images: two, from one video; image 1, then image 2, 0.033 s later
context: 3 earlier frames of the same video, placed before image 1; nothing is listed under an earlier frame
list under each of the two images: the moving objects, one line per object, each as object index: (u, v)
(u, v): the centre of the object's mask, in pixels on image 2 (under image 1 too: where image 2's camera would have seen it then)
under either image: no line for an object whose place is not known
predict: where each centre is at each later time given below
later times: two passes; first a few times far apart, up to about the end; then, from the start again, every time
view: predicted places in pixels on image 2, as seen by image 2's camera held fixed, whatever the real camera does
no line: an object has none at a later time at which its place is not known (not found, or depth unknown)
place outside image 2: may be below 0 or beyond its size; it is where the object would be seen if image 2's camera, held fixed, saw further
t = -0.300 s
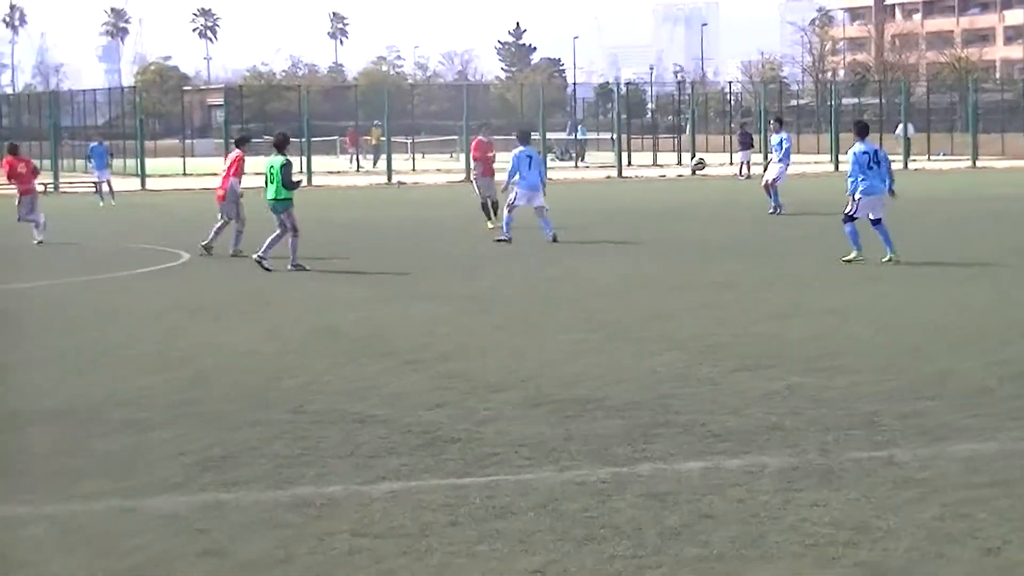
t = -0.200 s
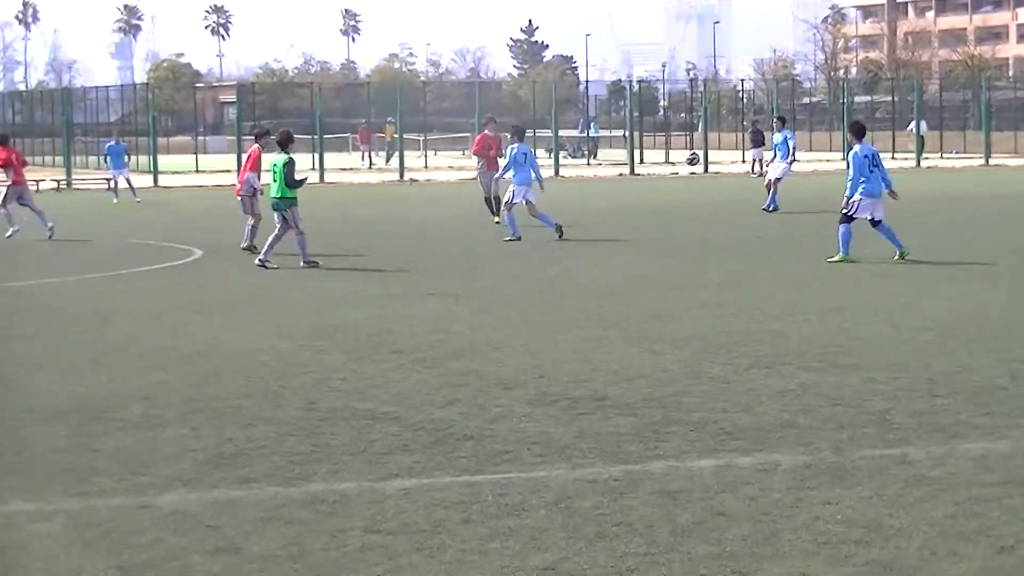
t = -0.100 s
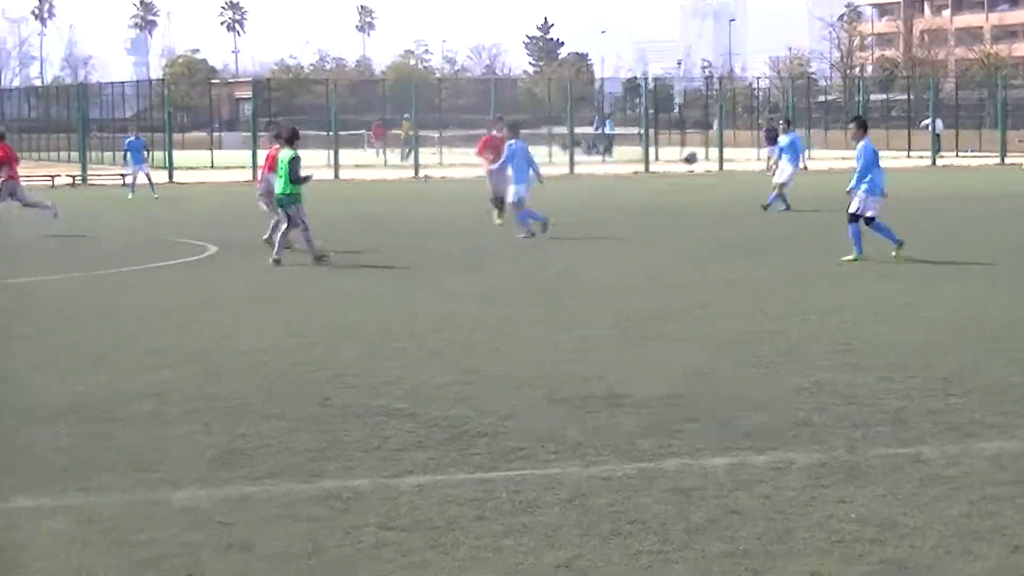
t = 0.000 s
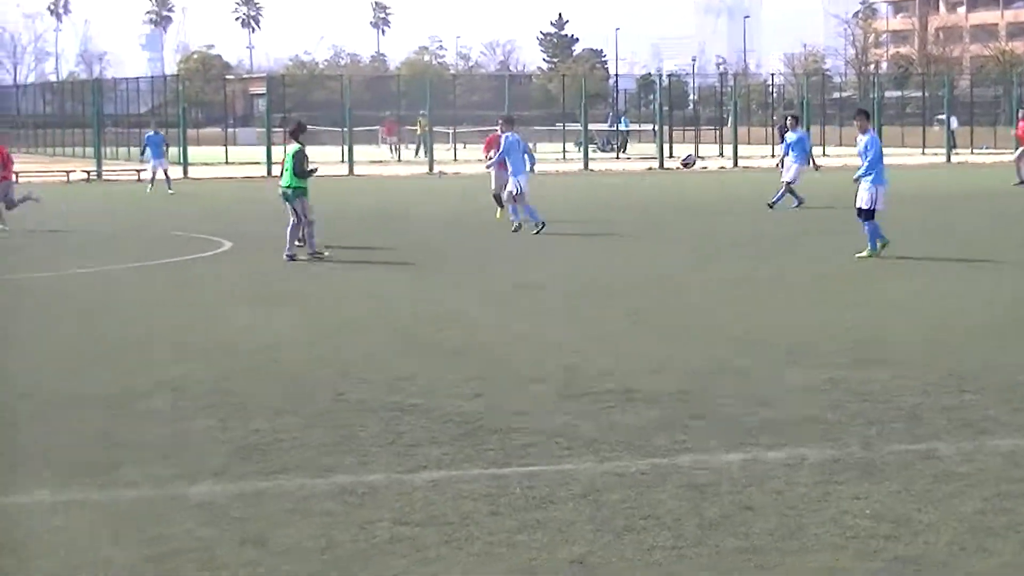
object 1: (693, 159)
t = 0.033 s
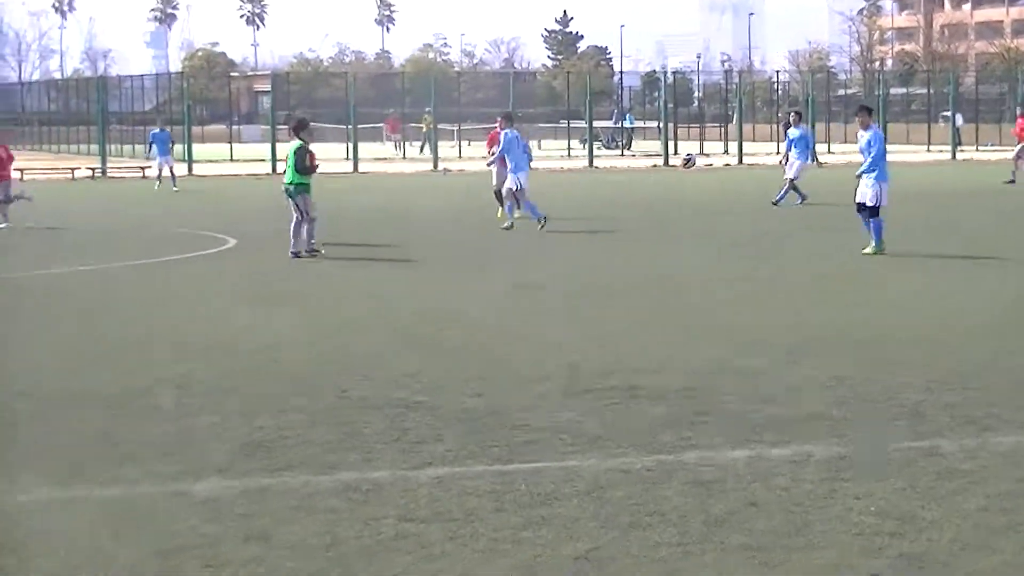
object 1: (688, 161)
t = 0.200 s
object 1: (664, 190)
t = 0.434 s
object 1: (637, 260)
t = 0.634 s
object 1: (621, 257)
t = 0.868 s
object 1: (606, 277)
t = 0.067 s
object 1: (683, 168)
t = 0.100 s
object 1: (678, 173)
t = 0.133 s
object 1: (672, 174)
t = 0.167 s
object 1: (668, 183)
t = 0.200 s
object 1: (664, 190)
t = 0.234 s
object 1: (660, 197)
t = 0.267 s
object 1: (653, 203)
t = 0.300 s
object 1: (649, 212)
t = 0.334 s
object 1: (645, 222)
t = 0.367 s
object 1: (640, 232)
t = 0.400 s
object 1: (639, 248)
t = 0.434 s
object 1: (637, 260)
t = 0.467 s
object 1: (629, 274)
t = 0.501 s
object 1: (628, 267)
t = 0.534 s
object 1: (627, 264)
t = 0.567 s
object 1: (624, 257)
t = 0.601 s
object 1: (619, 256)
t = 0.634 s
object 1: (621, 257)
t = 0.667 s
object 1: (616, 256)
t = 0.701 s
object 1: (615, 254)
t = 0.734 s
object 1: (612, 256)
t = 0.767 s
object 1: (610, 259)
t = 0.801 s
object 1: (610, 267)
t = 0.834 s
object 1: (607, 276)
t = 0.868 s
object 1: (606, 277)
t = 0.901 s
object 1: (607, 288)
